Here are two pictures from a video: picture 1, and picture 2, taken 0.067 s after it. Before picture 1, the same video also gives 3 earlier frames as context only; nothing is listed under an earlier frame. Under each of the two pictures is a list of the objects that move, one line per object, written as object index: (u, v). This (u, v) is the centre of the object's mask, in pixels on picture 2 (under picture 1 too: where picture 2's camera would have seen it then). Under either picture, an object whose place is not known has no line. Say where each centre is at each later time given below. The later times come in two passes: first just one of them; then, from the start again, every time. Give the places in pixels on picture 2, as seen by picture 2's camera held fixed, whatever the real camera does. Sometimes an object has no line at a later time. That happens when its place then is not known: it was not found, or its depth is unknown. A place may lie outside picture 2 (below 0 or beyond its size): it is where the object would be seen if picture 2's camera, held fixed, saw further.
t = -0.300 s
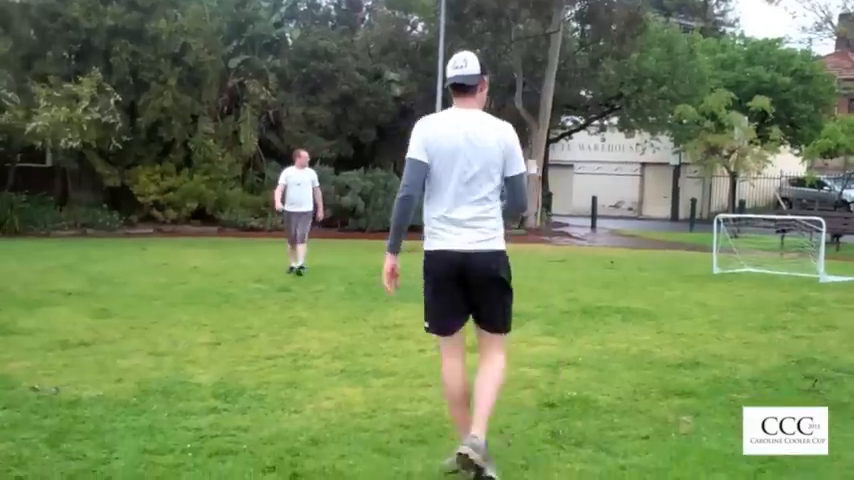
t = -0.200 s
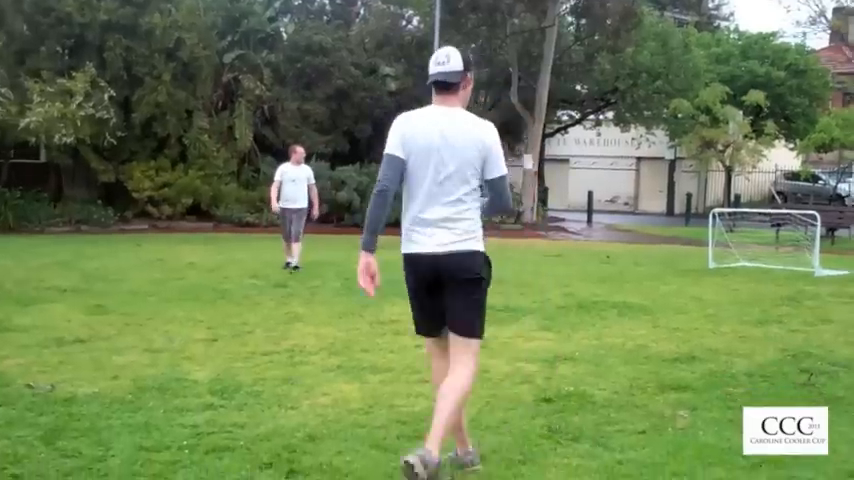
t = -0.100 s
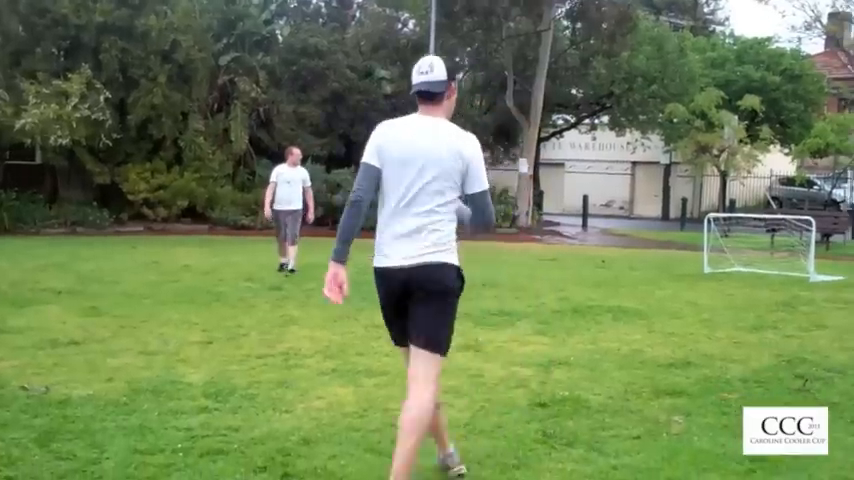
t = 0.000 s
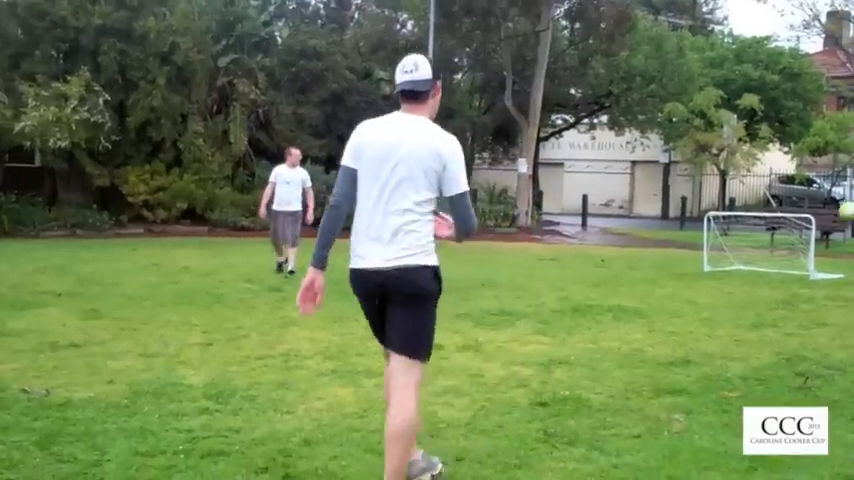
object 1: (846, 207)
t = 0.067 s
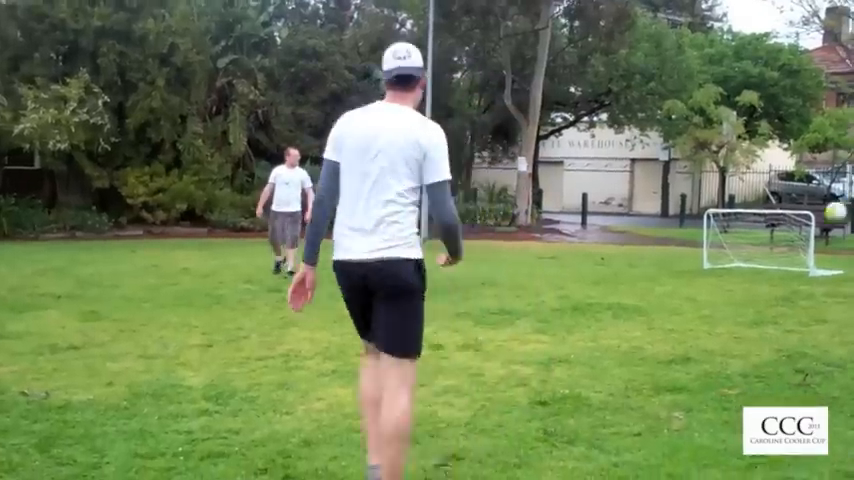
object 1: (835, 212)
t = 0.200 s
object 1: (805, 239)
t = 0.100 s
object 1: (828, 216)
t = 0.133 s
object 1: (821, 222)
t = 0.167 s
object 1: (813, 230)
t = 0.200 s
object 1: (805, 239)
